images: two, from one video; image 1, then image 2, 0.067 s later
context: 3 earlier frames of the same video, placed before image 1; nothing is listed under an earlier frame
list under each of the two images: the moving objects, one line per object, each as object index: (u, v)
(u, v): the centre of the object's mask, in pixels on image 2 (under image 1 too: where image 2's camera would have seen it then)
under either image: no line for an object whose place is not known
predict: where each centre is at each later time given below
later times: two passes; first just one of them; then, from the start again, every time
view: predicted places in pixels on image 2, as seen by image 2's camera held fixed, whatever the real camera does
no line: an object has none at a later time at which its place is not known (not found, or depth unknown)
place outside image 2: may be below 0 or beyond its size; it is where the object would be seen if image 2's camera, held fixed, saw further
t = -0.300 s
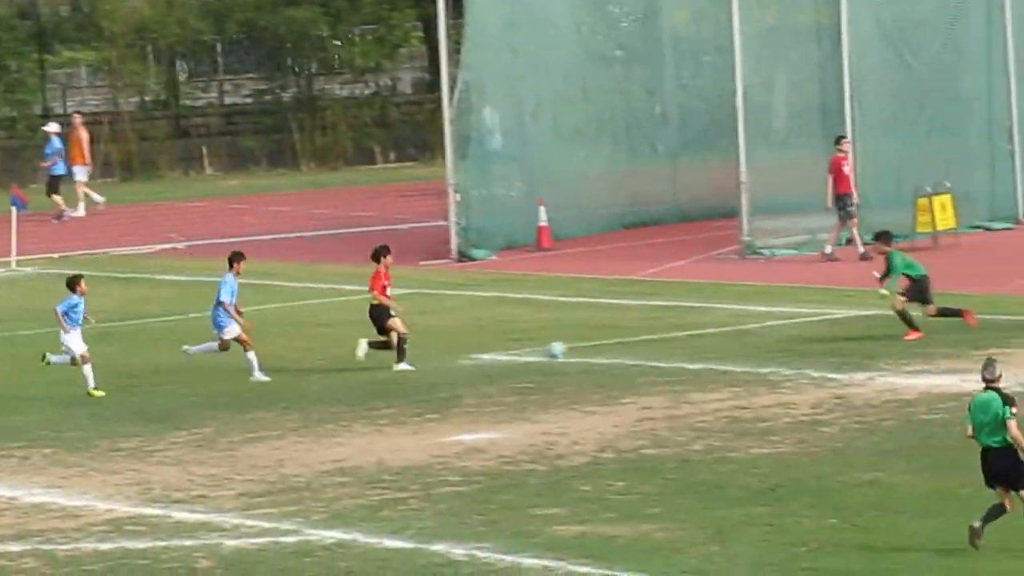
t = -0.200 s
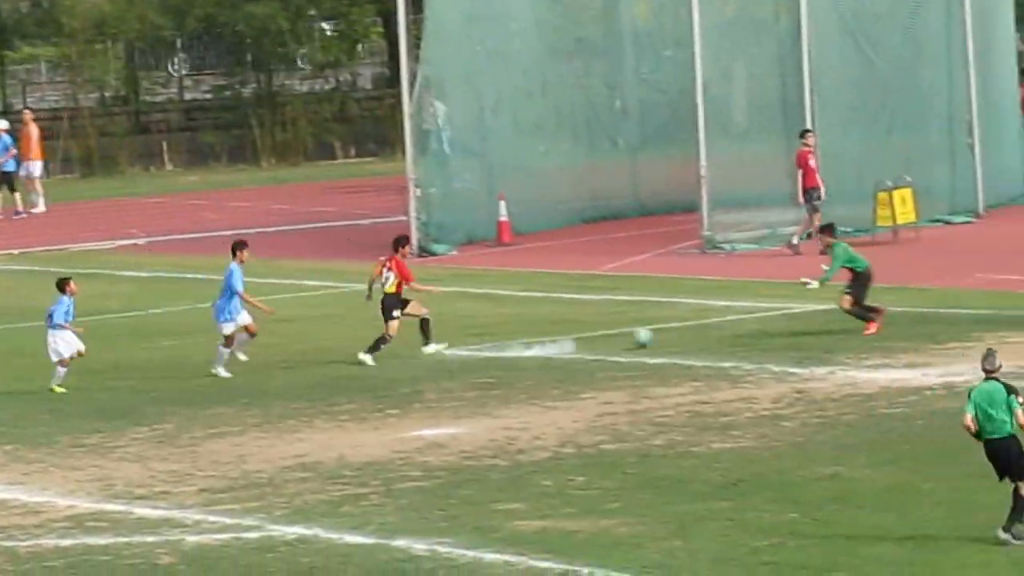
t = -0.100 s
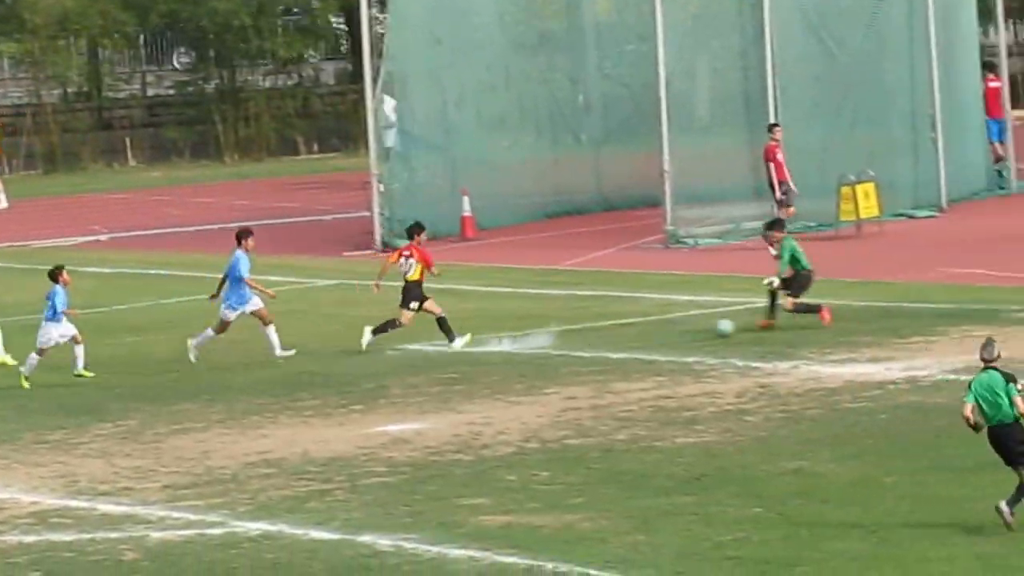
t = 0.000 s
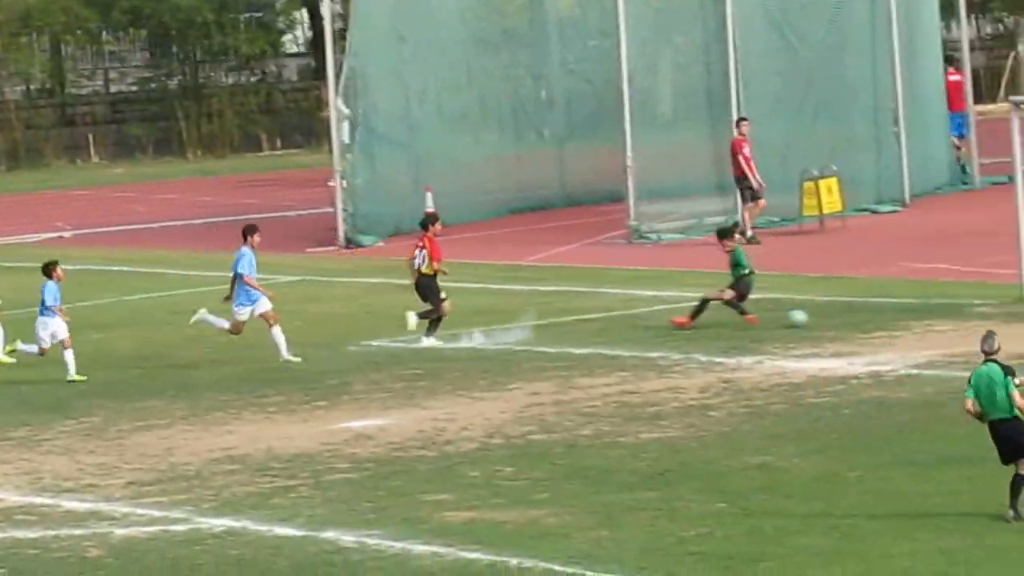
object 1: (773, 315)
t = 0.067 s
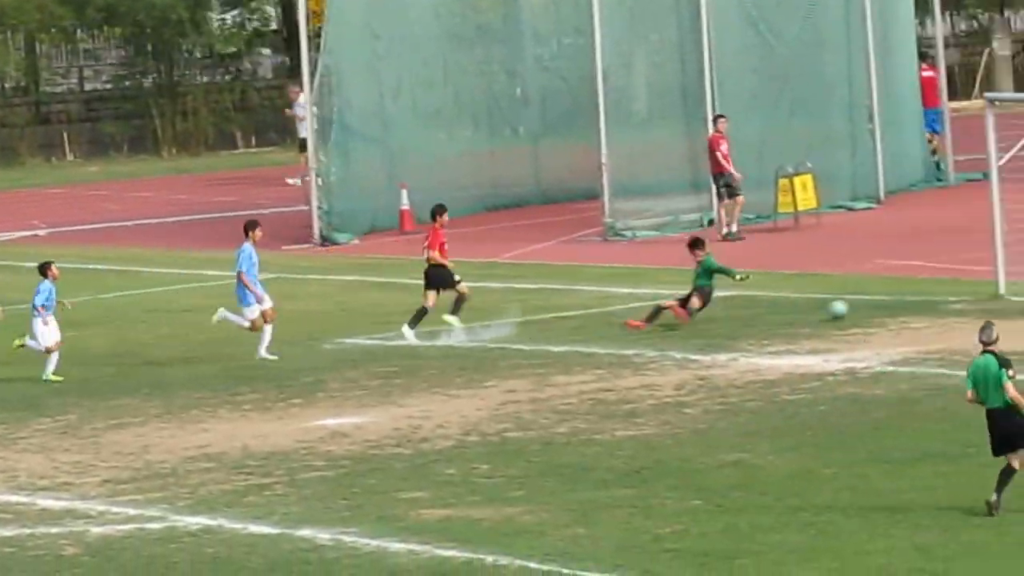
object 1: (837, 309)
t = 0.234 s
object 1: (995, 302)
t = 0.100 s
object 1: (871, 306)
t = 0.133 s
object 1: (903, 305)
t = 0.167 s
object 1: (934, 303)
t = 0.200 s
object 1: (967, 304)
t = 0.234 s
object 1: (995, 302)
